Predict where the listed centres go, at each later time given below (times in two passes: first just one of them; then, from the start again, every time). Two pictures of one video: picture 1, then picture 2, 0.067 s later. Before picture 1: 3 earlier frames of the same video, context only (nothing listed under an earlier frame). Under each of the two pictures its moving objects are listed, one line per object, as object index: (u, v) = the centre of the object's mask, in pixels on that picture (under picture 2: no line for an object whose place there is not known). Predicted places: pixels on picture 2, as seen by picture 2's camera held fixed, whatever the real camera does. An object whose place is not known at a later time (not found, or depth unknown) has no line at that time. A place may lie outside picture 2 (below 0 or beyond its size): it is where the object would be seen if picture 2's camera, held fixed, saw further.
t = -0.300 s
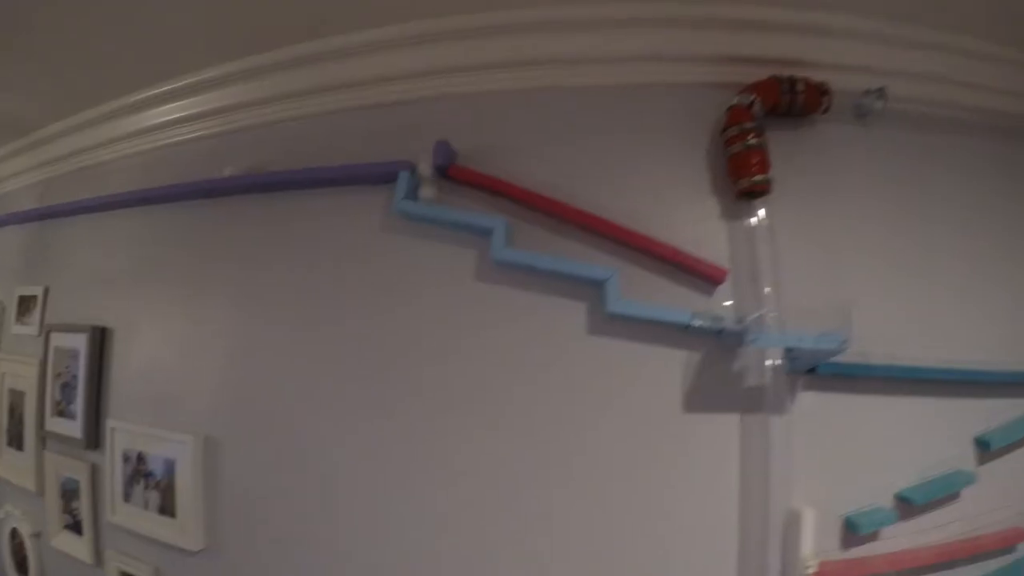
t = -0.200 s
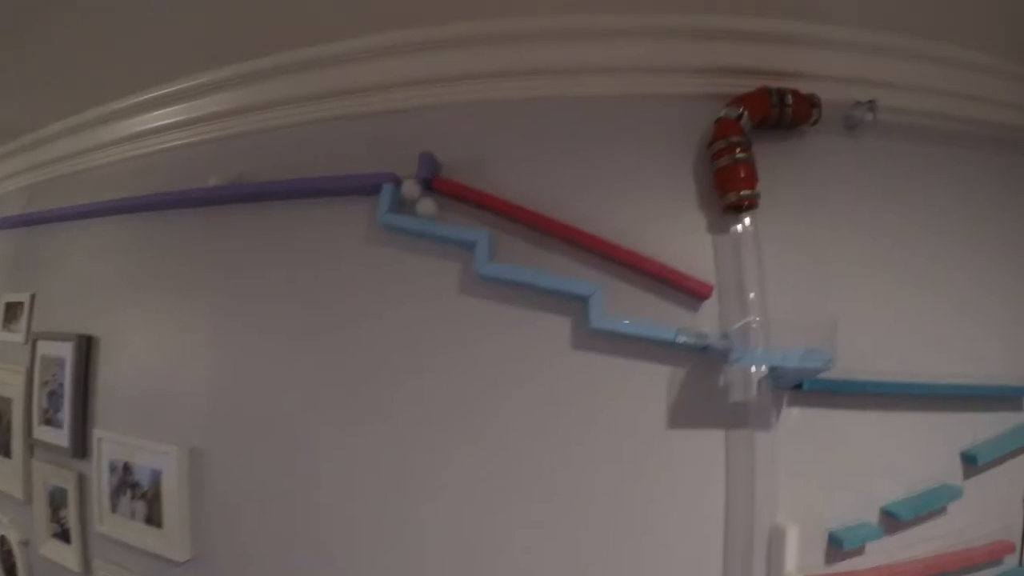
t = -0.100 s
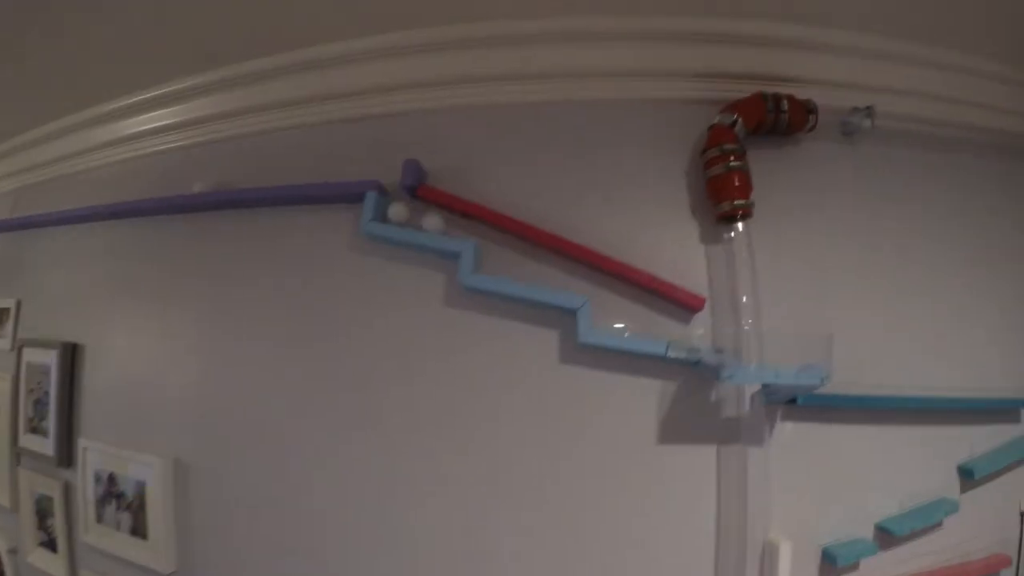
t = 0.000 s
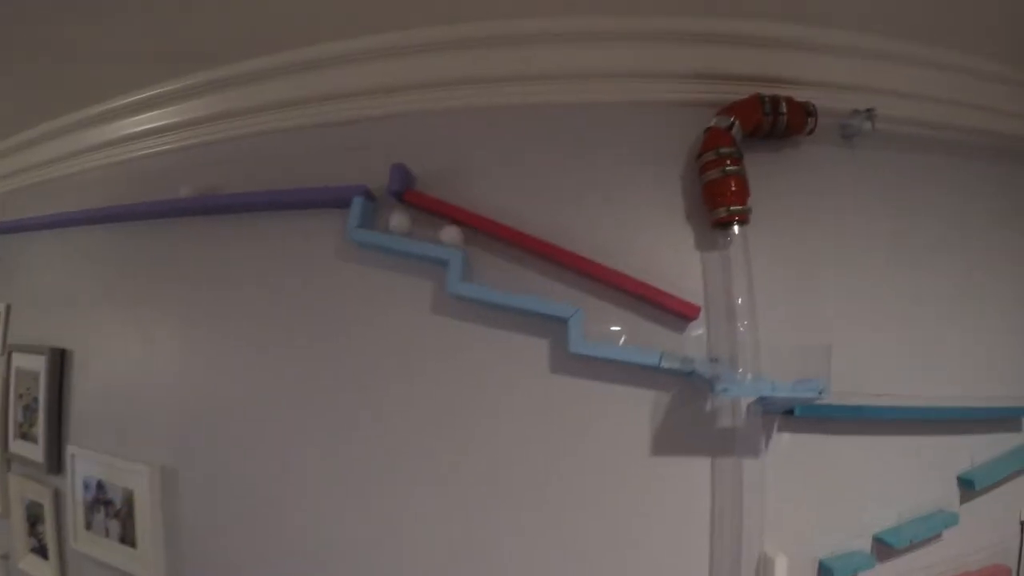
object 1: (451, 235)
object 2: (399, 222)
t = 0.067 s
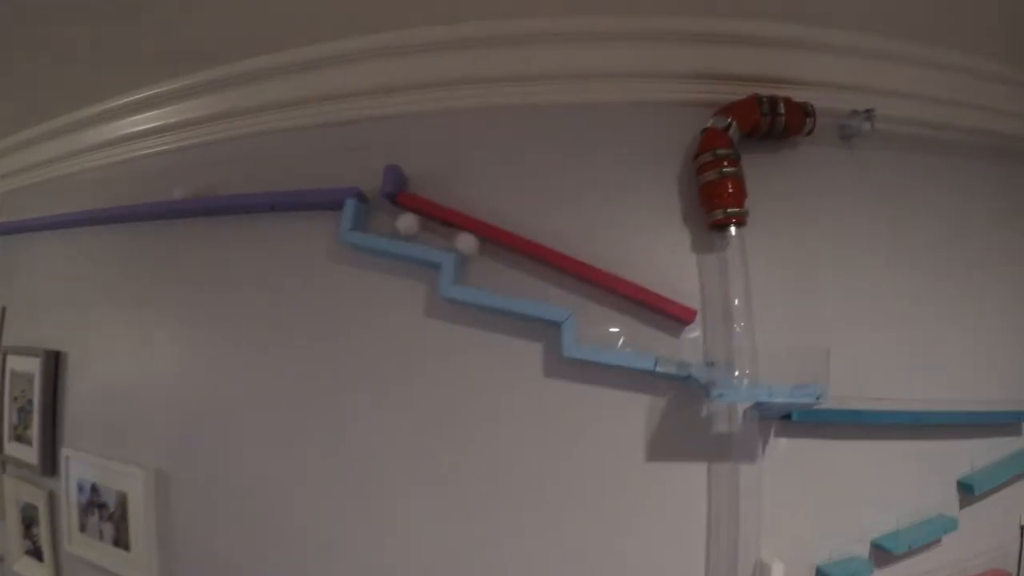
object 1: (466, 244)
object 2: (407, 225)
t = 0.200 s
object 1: (509, 267)
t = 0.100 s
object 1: (474, 250)
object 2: (415, 228)
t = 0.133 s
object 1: (483, 266)
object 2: (424, 233)
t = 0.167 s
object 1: (495, 274)
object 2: (434, 234)
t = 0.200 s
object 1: (509, 267)
